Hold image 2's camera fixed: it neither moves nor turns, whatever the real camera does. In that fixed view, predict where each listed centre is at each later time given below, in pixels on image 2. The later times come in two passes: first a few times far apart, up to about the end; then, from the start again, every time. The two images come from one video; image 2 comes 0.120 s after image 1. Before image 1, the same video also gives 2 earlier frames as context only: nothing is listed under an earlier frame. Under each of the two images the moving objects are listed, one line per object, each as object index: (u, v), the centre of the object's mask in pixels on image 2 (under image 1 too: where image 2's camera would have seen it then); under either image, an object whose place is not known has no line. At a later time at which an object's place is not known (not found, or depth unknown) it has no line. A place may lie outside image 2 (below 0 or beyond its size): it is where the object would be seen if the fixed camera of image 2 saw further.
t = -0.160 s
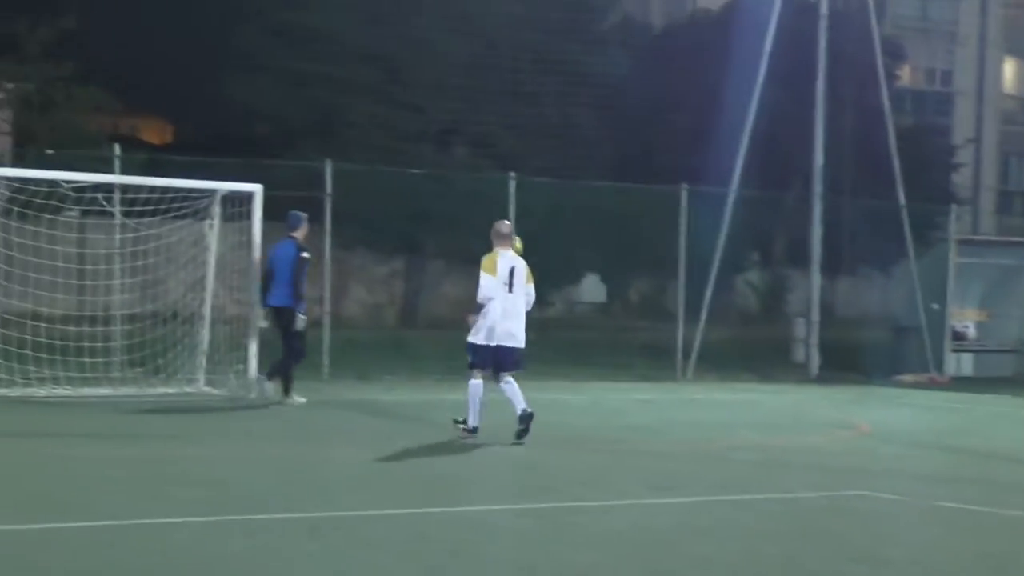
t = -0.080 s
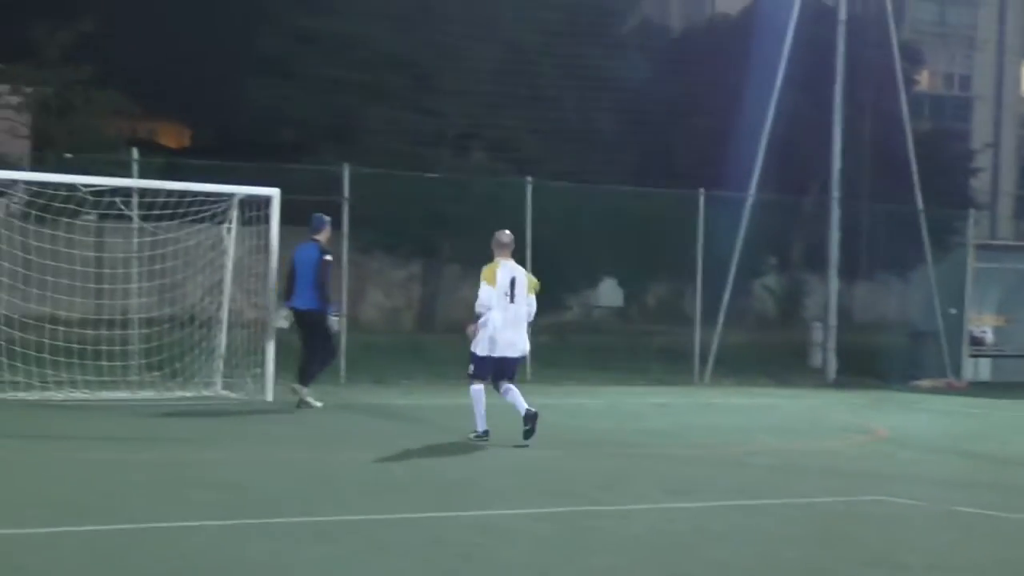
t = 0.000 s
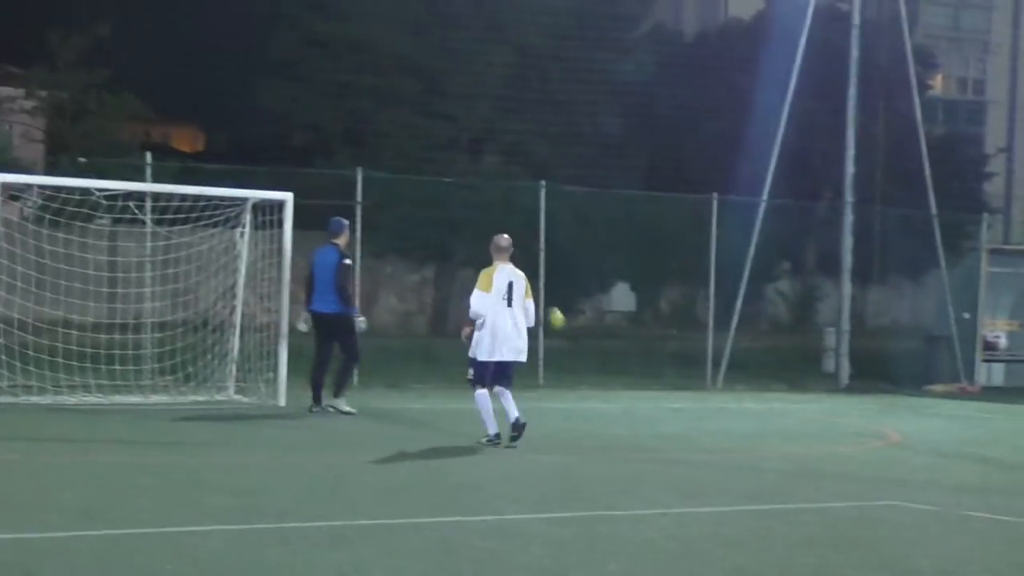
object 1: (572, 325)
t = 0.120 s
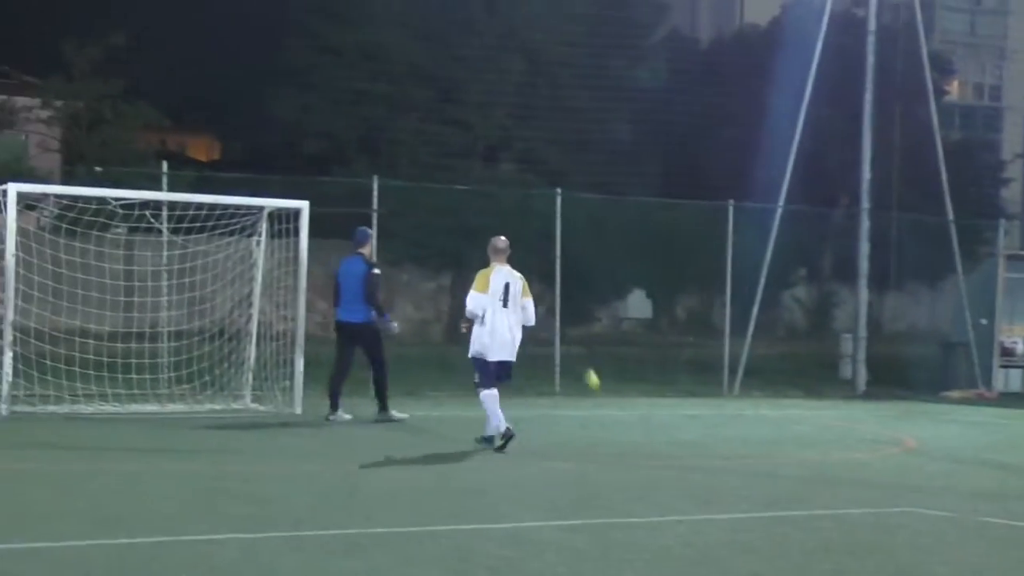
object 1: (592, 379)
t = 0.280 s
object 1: (594, 357)
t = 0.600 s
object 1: (589, 333)
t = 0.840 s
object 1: (583, 372)
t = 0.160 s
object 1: (594, 388)
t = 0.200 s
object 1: (595, 375)
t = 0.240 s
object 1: (595, 366)
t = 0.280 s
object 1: (594, 357)
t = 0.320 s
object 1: (593, 350)
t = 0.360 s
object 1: (592, 344)
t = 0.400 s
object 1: (592, 339)
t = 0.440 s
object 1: (592, 335)
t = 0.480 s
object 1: (591, 333)
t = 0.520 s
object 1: (590, 331)
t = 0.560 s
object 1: (589, 331)
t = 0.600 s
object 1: (589, 333)
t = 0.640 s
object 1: (588, 336)
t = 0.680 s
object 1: (586, 340)
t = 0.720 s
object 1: (585, 345)
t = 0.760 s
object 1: (585, 353)
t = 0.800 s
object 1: (583, 362)
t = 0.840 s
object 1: (583, 372)
